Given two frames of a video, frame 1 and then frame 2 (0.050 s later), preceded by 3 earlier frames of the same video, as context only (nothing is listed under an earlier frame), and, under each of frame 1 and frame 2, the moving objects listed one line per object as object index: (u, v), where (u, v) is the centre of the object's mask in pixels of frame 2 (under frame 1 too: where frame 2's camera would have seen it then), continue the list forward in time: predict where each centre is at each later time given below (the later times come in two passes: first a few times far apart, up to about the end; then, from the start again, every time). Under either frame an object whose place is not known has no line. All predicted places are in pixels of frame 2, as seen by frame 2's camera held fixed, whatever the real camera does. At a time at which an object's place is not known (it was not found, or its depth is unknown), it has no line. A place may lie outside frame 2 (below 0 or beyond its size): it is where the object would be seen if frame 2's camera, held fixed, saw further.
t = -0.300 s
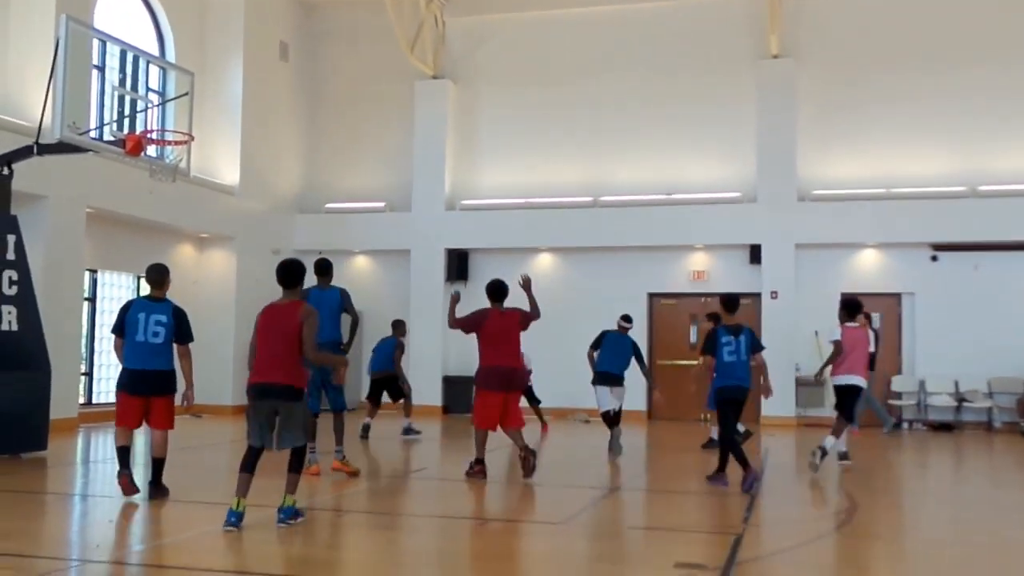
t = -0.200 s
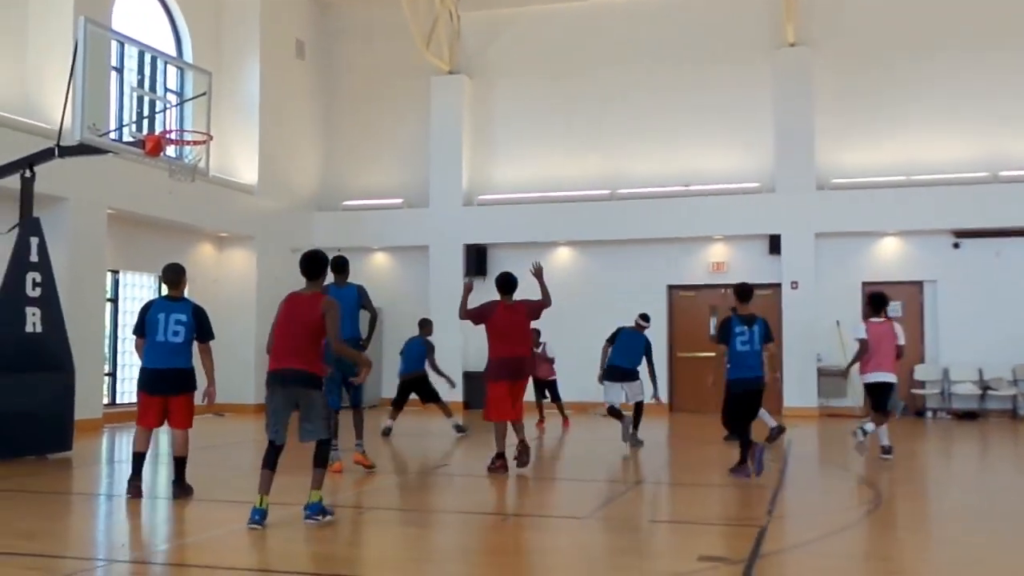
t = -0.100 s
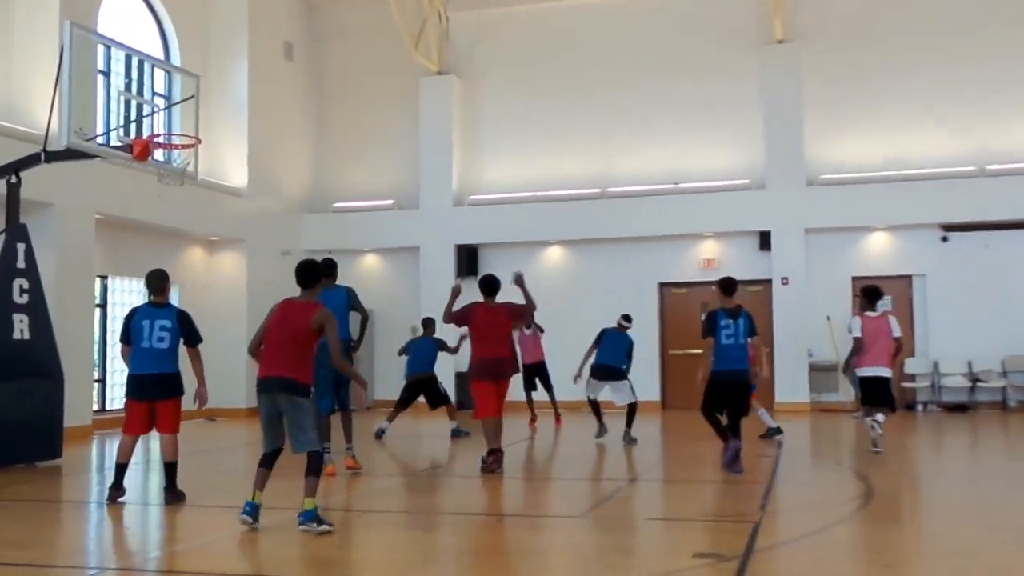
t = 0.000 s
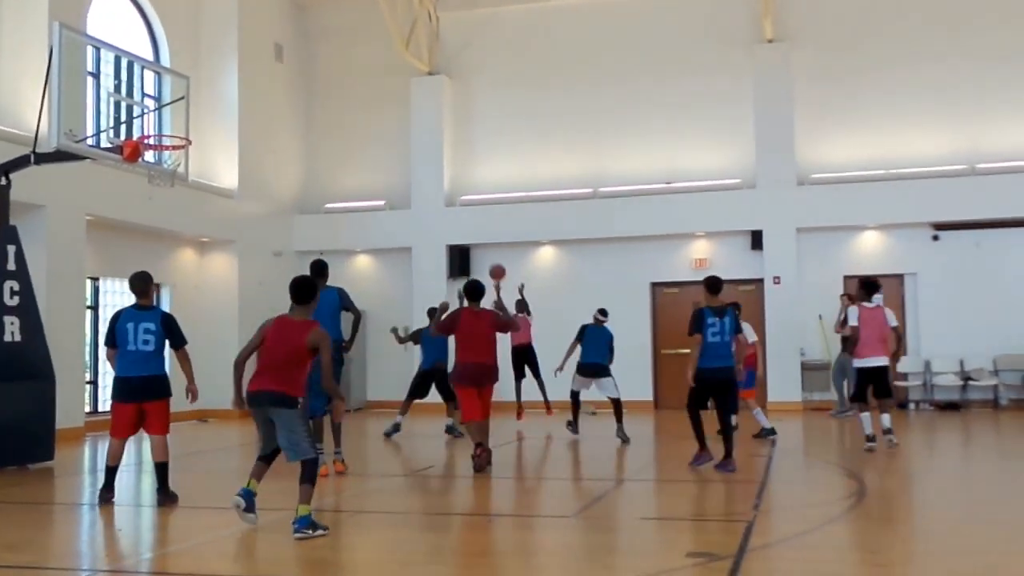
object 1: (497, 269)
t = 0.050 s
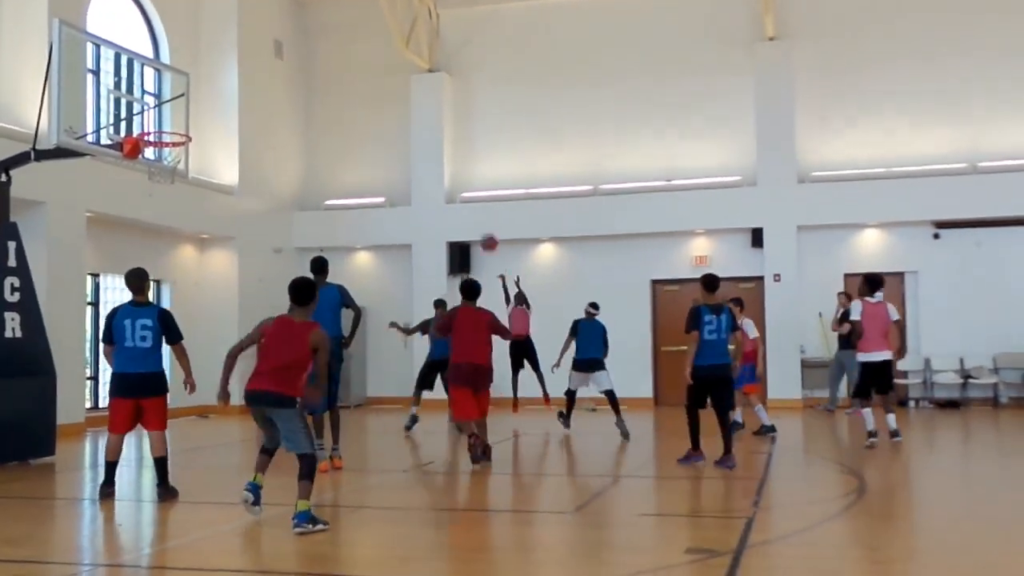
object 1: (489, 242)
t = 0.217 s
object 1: (458, 165)
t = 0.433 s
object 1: (416, 84)
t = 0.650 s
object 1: (369, 34)
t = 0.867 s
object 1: (317, 20)
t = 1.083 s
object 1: (260, 47)
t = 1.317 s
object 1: (193, 131)
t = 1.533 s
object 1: (226, 73)
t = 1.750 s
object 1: (259, 61)
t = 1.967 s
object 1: (291, 95)
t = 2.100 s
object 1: (309, 136)
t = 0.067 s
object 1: (485, 234)
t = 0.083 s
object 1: (482, 226)
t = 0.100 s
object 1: (479, 218)
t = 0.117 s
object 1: (476, 210)
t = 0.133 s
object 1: (473, 203)
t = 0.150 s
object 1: (470, 194)
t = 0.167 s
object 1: (467, 186)
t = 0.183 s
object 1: (464, 179)
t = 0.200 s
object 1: (461, 172)
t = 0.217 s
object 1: (458, 165)
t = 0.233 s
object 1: (455, 157)
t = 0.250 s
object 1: (452, 150)
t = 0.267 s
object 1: (448, 144)
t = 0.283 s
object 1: (445, 137)
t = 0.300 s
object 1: (442, 131)
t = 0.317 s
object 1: (439, 124)
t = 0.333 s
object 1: (435, 118)
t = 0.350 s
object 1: (432, 112)
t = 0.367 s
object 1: (429, 106)
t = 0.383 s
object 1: (426, 100)
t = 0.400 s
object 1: (422, 95)
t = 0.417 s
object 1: (419, 89)
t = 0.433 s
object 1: (416, 84)
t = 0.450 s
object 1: (412, 79)
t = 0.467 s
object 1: (409, 74)
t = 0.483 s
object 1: (406, 70)
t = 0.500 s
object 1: (402, 65)
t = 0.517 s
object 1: (399, 61)
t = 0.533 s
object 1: (395, 57)
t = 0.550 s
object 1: (392, 53)
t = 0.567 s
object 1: (388, 49)
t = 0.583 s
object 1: (384, 46)
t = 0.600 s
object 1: (381, 42)
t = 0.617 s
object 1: (377, 39)
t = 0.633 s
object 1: (373, 36)
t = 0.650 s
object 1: (369, 34)
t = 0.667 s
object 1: (365, 31)
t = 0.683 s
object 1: (362, 29)
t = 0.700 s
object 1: (358, 27)
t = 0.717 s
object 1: (354, 25)
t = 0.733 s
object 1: (350, 24)
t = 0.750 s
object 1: (346, 22)
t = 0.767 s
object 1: (342, 21)
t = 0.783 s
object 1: (338, 20)
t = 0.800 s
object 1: (334, 20)
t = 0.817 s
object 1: (330, 19)
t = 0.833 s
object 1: (326, 19)
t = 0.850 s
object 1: (322, 19)
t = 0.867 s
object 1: (317, 20)
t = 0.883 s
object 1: (313, 20)
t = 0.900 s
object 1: (309, 21)
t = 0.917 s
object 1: (305, 22)
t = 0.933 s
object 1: (301, 24)
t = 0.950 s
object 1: (296, 25)
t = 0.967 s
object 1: (292, 27)
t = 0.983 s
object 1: (287, 29)
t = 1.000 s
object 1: (283, 32)
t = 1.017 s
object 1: (278, 34)
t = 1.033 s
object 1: (274, 37)
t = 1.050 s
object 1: (269, 40)
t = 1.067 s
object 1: (265, 43)
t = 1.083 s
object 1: (260, 47)
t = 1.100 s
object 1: (255, 51)
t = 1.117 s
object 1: (251, 56)
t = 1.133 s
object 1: (246, 61)
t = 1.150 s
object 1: (241, 65)
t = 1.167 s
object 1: (237, 70)
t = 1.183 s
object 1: (232, 76)
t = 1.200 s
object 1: (226, 82)
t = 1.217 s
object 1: (221, 88)
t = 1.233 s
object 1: (216, 95)
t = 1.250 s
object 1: (211, 102)
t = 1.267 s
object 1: (206, 109)
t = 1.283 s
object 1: (202, 117)
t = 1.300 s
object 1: (196, 125)
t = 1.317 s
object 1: (193, 131)
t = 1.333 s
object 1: (195, 126)
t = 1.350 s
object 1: (198, 120)
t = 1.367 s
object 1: (200, 114)
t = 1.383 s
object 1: (203, 109)
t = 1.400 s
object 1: (205, 103)
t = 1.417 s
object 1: (208, 99)
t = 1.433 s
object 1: (211, 94)
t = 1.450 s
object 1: (213, 90)
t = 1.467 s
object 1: (216, 85)
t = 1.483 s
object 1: (219, 82)
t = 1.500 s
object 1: (221, 79)
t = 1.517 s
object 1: (224, 75)
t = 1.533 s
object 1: (226, 73)
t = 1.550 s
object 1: (229, 70)
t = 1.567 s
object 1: (232, 68)
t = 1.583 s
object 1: (234, 65)
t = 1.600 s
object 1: (237, 64)
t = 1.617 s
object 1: (239, 63)
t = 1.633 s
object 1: (242, 61)
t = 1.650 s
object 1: (244, 61)
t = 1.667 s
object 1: (247, 60)
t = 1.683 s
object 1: (249, 60)
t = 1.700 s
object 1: (251, 60)
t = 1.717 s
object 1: (254, 60)
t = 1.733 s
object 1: (257, 60)
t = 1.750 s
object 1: (259, 61)
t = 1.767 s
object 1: (261, 62)
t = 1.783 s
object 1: (264, 63)
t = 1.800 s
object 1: (266, 65)
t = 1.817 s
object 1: (269, 67)
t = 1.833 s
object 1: (271, 69)
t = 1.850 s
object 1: (274, 71)
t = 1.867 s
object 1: (276, 74)
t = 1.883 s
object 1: (278, 77)
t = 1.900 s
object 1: (281, 80)
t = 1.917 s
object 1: (283, 83)
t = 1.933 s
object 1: (286, 87)
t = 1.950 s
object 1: (288, 90)
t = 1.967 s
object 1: (291, 95)
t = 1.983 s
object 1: (293, 99)
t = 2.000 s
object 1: (295, 104)
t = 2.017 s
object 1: (298, 108)
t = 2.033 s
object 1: (300, 113)
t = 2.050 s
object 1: (302, 119)
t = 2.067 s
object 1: (304, 125)
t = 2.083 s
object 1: (307, 130)
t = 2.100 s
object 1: (309, 136)
